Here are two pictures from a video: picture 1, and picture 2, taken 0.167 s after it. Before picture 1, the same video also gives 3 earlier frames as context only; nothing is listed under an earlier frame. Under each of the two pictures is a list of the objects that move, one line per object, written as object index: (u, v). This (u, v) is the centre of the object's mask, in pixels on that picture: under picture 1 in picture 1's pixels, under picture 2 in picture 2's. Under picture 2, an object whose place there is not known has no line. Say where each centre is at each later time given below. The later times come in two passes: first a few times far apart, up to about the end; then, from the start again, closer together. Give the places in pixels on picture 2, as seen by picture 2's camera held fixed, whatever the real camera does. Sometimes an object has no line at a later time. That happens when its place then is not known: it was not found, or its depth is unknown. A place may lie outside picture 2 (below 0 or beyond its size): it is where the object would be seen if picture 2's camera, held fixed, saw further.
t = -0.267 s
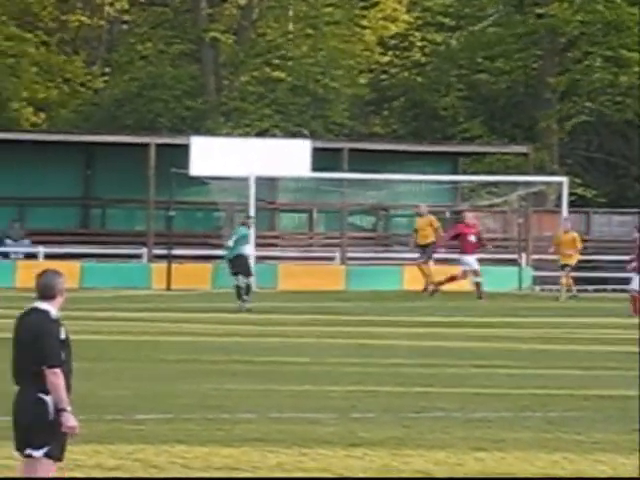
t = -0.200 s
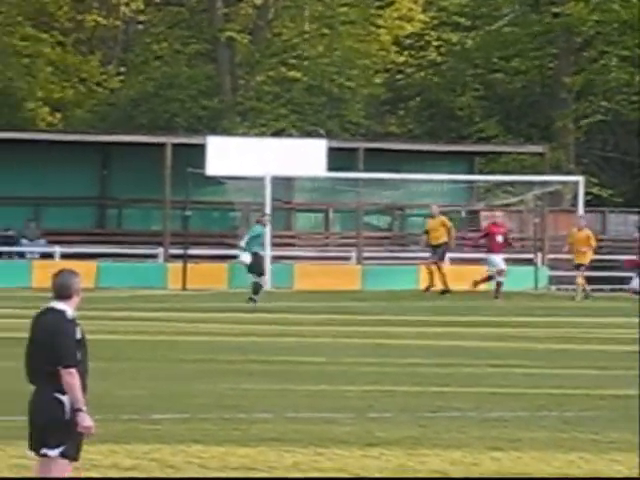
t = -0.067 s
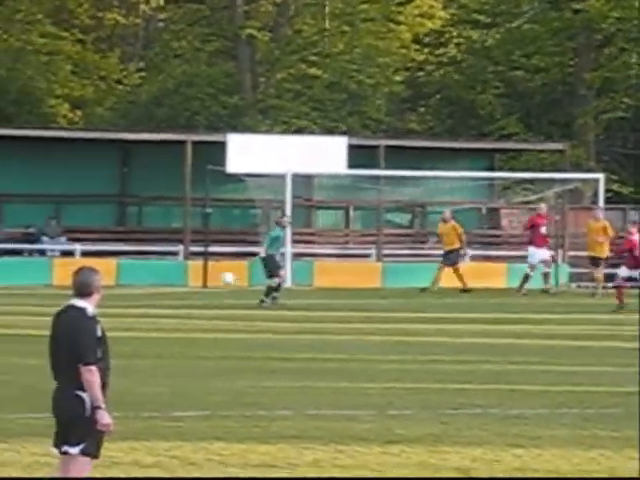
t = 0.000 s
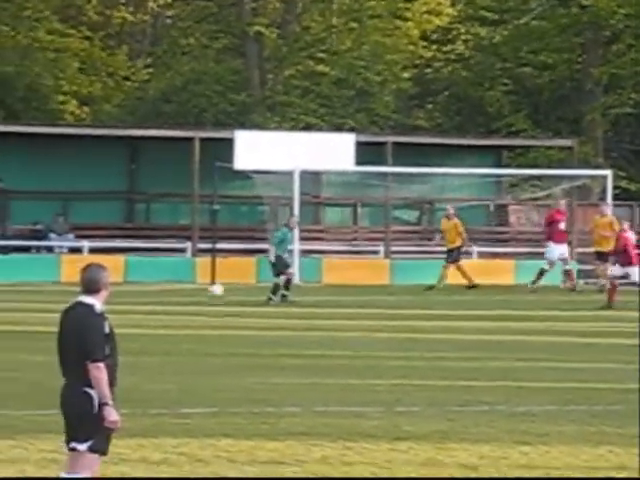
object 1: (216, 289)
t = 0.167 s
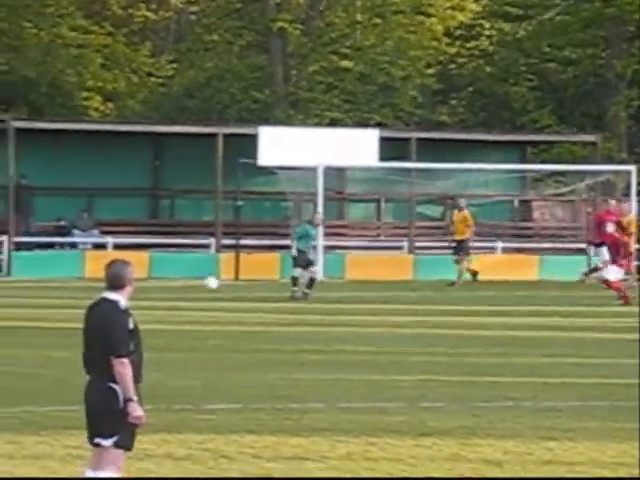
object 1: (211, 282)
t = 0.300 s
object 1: (195, 268)
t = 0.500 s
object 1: (173, 266)
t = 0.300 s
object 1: (195, 268)
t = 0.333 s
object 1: (192, 267)
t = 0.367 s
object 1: (188, 265)
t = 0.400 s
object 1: (185, 264)
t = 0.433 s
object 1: (181, 264)
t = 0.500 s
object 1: (173, 266)
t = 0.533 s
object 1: (170, 269)
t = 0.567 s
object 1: (166, 272)
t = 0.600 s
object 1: (162, 275)
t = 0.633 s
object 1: (158, 280)
